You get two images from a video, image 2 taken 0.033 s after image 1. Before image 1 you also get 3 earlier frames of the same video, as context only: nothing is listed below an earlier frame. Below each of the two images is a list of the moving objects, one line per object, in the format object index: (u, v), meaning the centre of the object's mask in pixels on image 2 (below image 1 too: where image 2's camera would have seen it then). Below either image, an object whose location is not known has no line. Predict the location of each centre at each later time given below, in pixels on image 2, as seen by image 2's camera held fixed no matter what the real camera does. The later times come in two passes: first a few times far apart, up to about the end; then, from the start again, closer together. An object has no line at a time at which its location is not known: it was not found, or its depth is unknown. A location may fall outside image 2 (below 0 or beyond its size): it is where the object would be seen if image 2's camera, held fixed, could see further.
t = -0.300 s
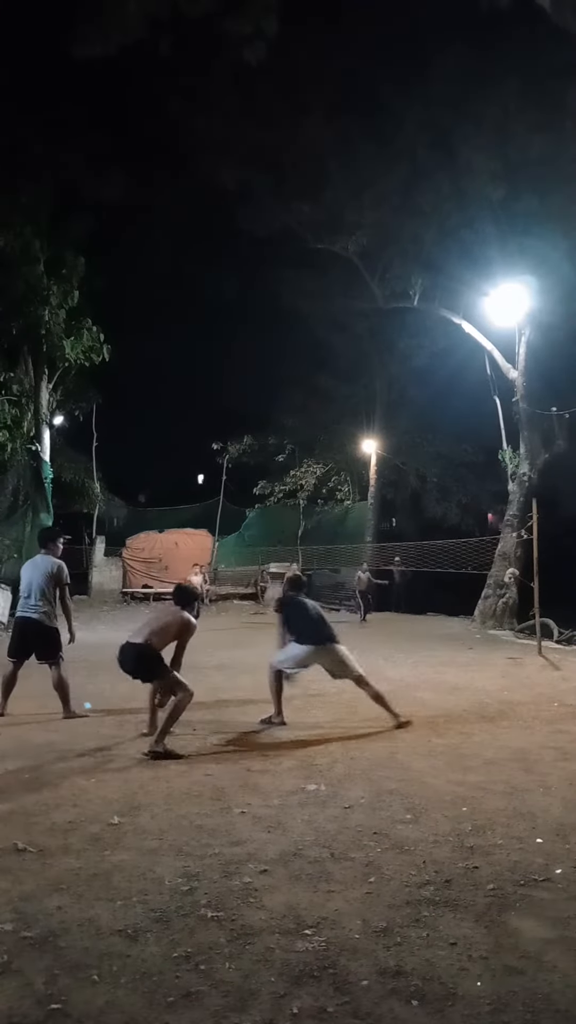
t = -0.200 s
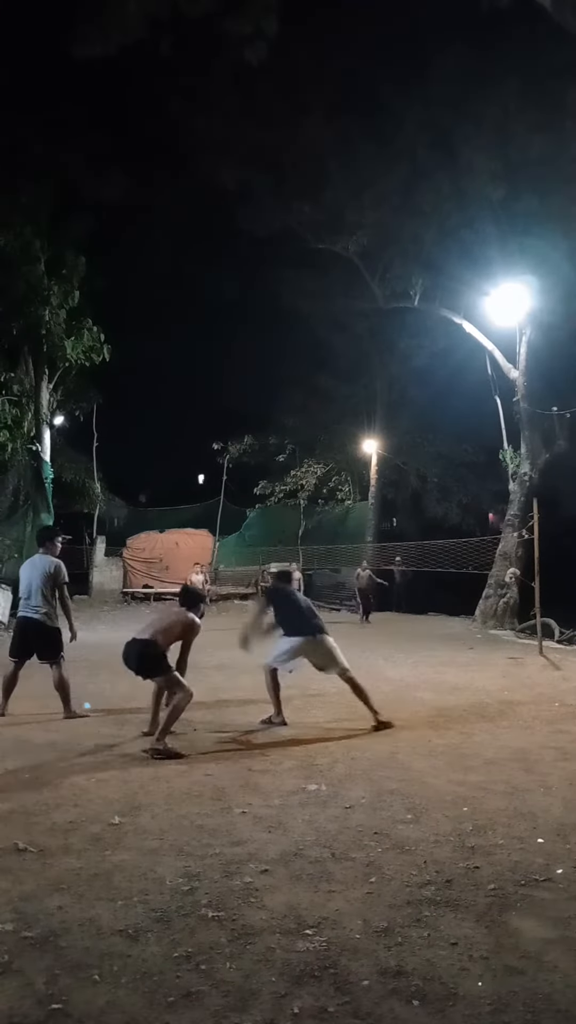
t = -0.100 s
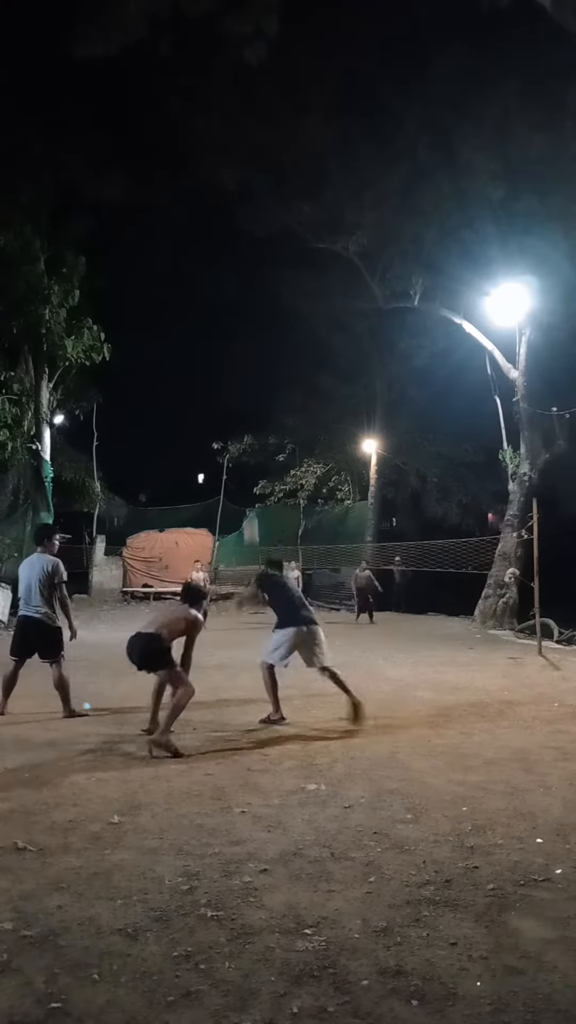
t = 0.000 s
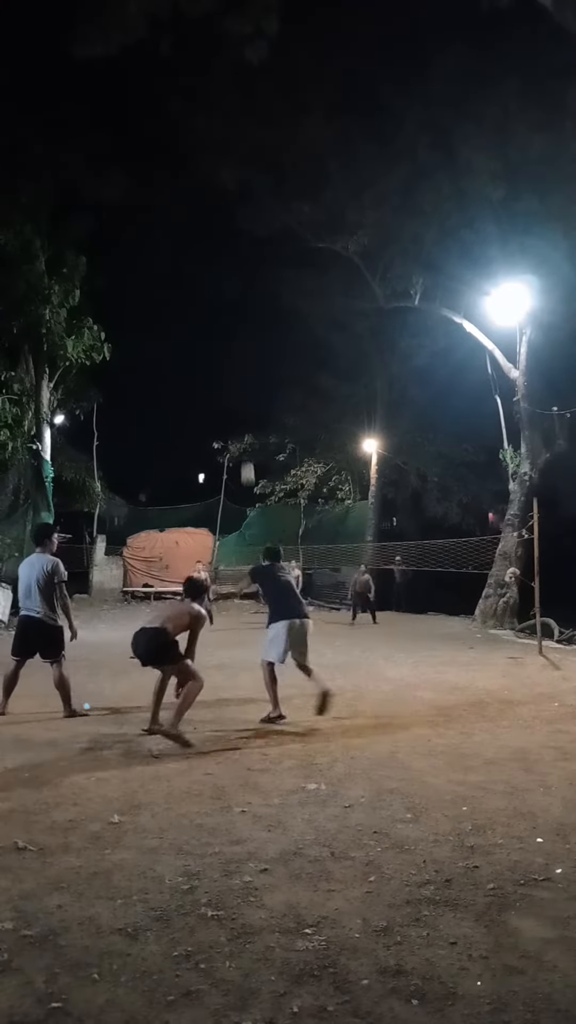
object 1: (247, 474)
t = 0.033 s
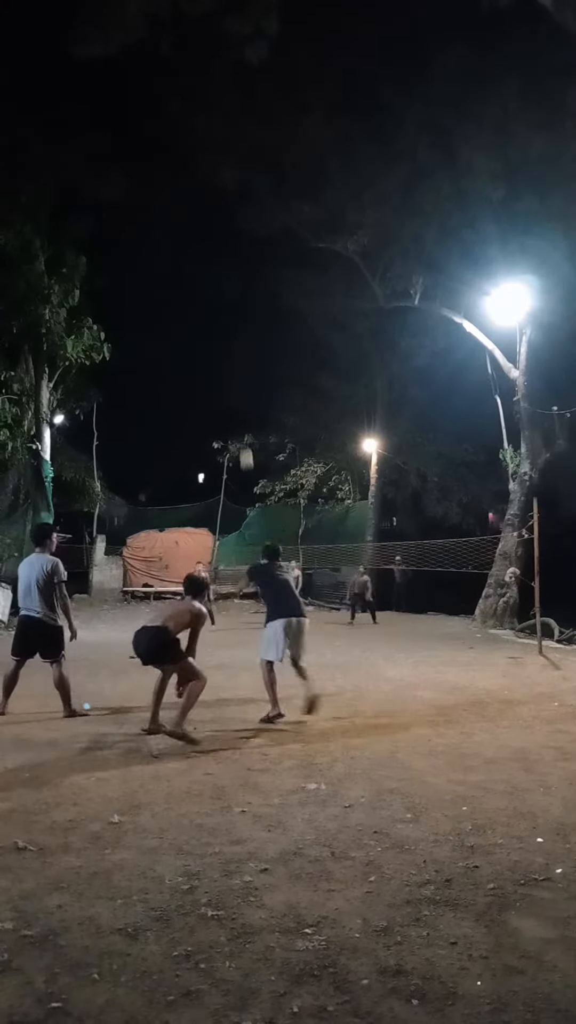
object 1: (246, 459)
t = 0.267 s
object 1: (241, 401)
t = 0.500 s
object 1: (237, 393)
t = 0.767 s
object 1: (232, 417)
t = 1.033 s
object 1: (227, 465)
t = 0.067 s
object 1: (245, 447)
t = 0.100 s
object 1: (244, 436)
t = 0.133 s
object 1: (243, 426)
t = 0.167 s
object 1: (243, 418)
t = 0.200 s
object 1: (242, 411)
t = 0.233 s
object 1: (241, 406)
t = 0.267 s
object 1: (241, 401)
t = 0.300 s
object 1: (240, 398)
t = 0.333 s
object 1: (239, 395)
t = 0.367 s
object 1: (239, 393)
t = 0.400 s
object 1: (238, 392)
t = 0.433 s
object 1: (238, 391)
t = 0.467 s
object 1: (237, 392)
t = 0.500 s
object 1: (237, 393)
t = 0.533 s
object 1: (236, 394)
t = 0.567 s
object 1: (236, 396)
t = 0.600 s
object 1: (235, 399)
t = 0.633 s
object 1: (234, 402)
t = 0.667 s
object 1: (234, 405)
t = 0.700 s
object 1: (233, 408)
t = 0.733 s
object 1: (233, 413)
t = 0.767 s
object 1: (232, 417)
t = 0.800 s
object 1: (231, 422)
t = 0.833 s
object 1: (231, 428)
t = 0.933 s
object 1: (229, 446)
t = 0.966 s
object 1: (229, 451)
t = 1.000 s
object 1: (228, 459)
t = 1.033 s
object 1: (227, 465)
